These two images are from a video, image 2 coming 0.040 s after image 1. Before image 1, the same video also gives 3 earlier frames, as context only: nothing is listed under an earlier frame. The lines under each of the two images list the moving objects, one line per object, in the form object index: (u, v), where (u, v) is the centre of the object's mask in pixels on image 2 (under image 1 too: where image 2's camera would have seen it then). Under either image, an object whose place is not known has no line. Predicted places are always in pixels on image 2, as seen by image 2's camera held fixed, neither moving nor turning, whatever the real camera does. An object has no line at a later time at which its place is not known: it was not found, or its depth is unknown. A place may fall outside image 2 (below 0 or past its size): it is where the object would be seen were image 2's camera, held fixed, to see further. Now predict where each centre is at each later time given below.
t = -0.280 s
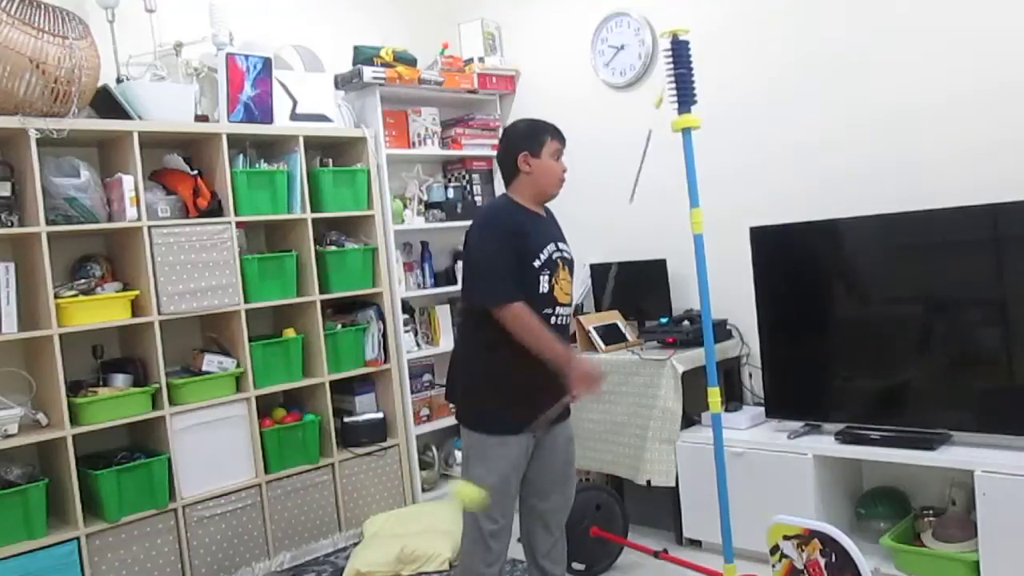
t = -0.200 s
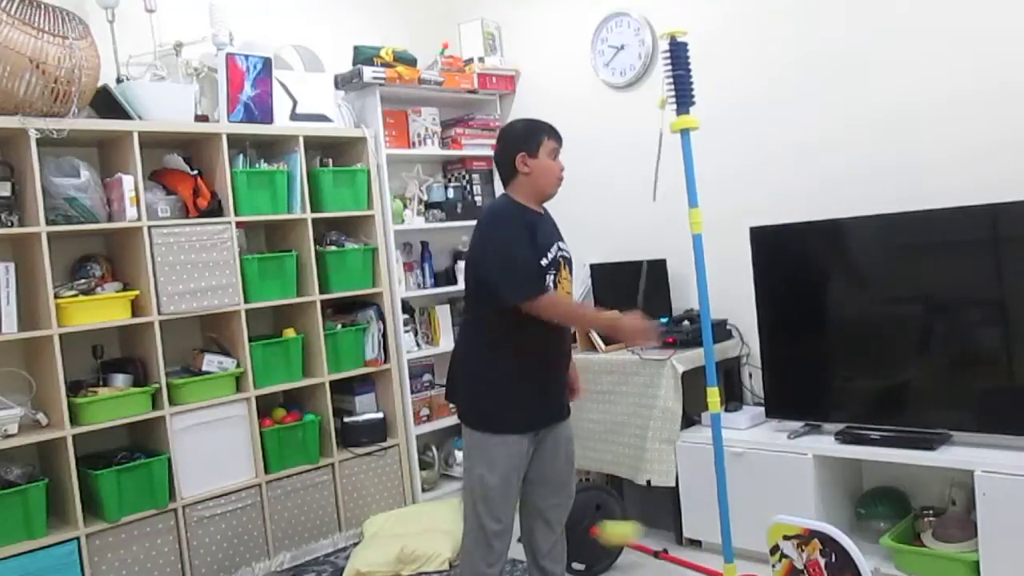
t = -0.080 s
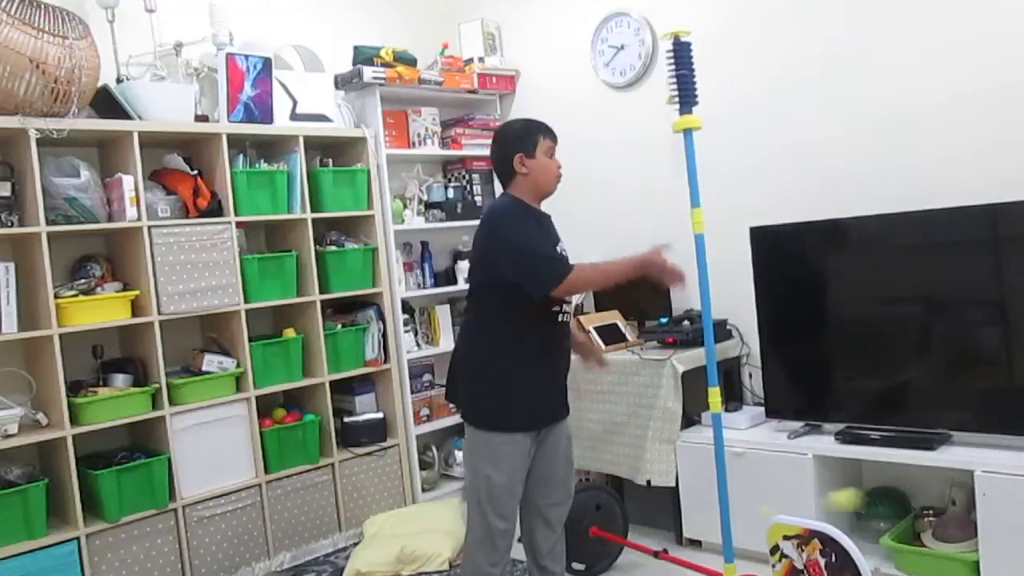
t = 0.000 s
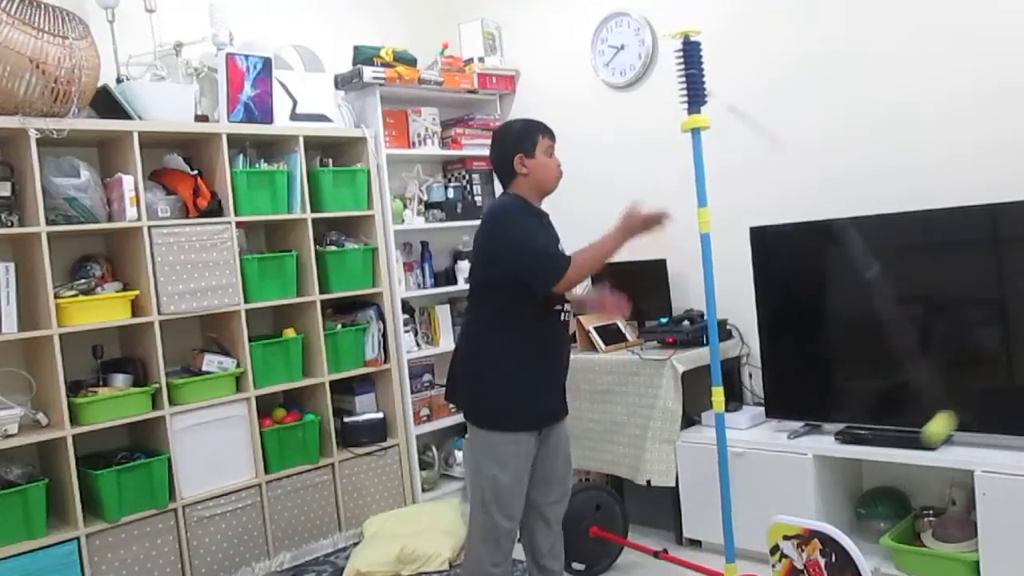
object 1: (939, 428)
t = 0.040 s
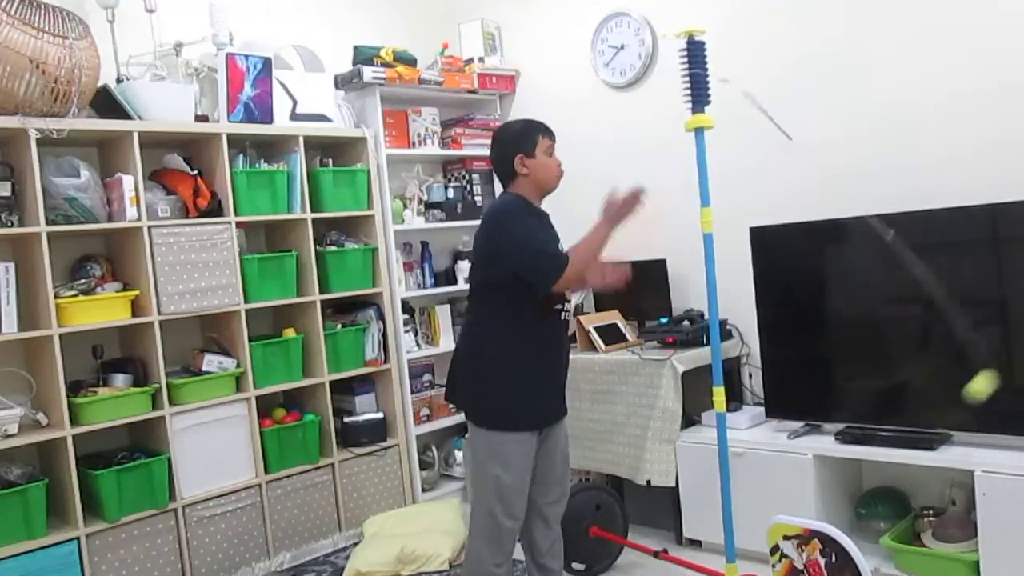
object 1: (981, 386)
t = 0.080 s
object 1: (1015, 352)
